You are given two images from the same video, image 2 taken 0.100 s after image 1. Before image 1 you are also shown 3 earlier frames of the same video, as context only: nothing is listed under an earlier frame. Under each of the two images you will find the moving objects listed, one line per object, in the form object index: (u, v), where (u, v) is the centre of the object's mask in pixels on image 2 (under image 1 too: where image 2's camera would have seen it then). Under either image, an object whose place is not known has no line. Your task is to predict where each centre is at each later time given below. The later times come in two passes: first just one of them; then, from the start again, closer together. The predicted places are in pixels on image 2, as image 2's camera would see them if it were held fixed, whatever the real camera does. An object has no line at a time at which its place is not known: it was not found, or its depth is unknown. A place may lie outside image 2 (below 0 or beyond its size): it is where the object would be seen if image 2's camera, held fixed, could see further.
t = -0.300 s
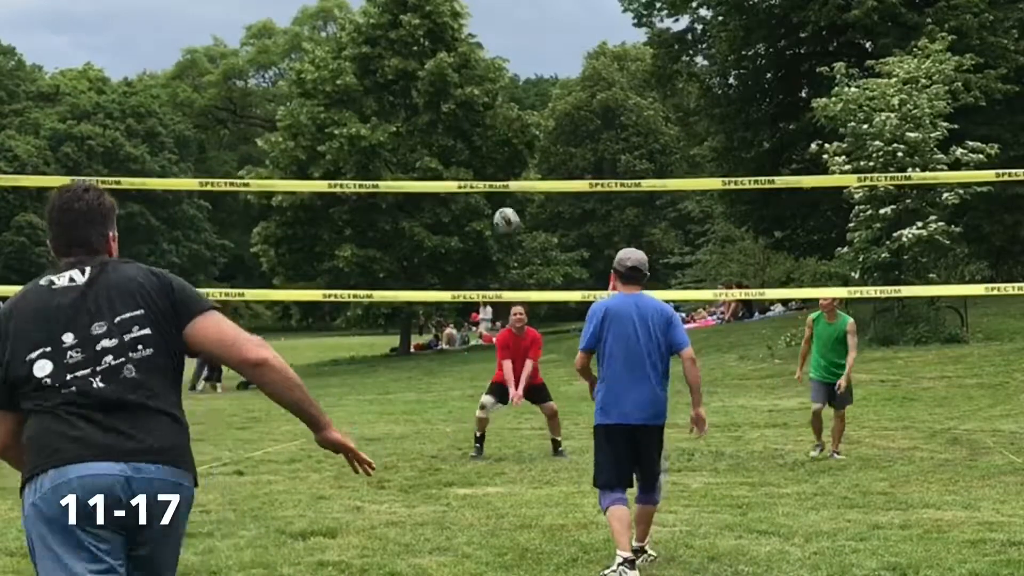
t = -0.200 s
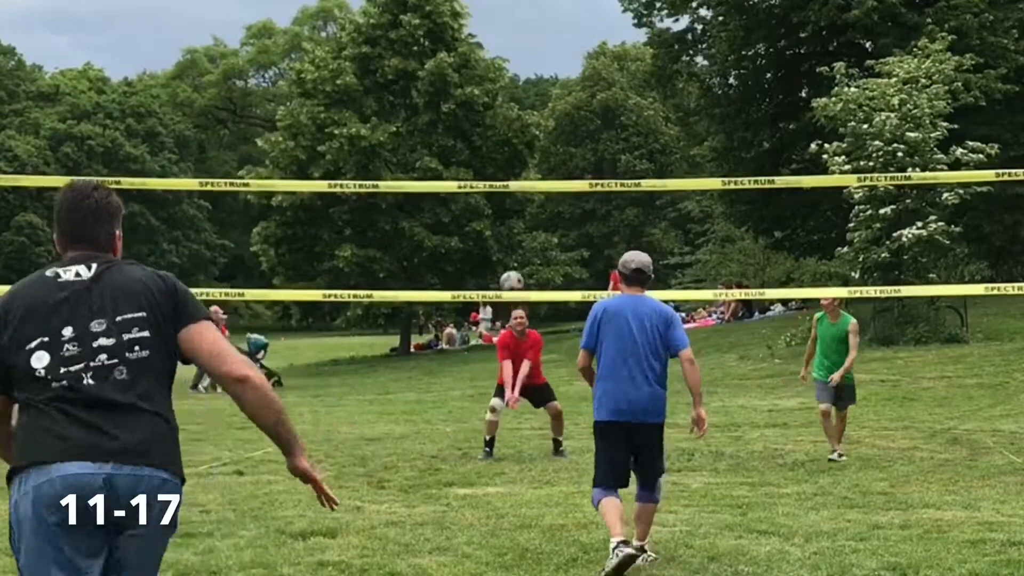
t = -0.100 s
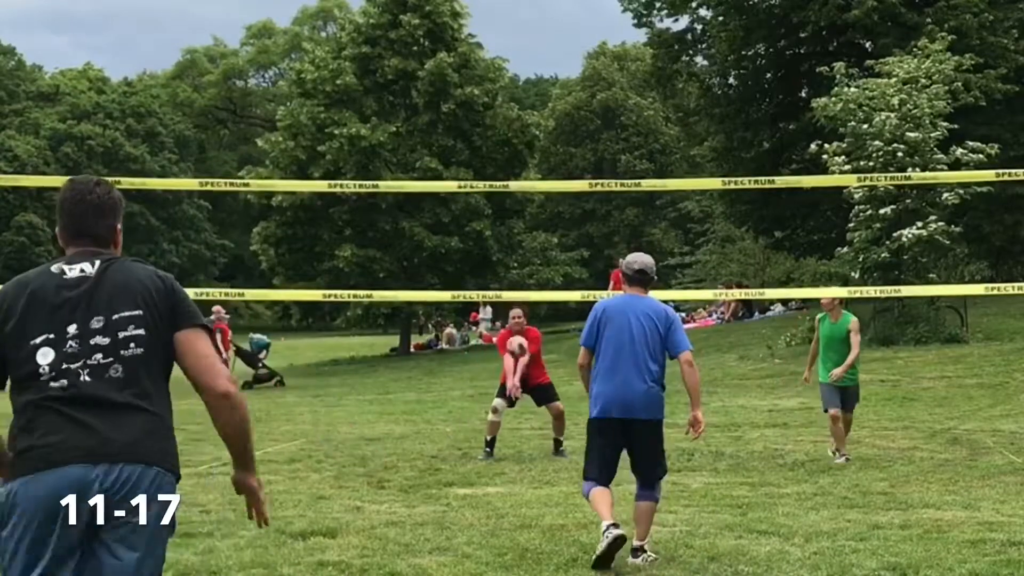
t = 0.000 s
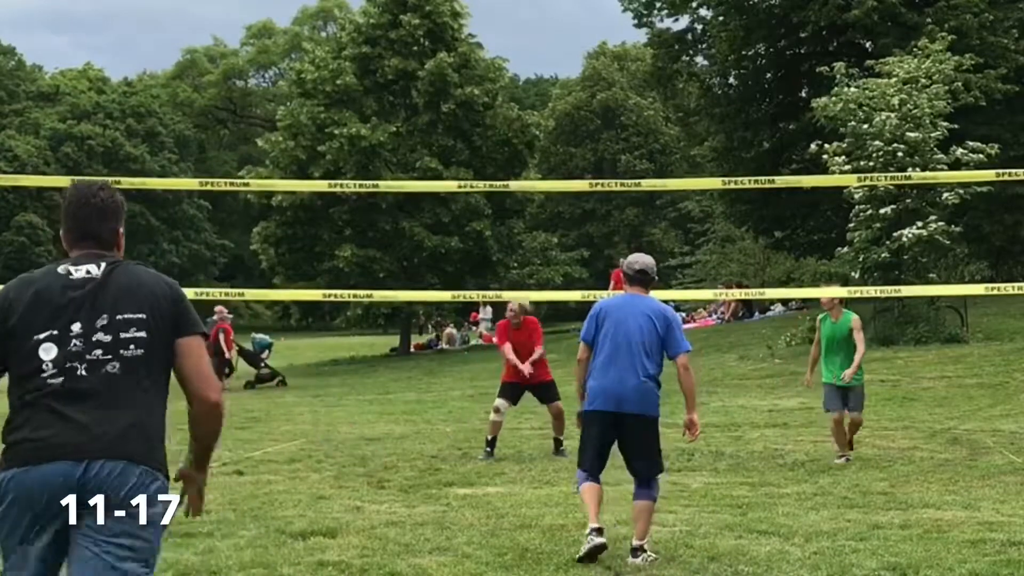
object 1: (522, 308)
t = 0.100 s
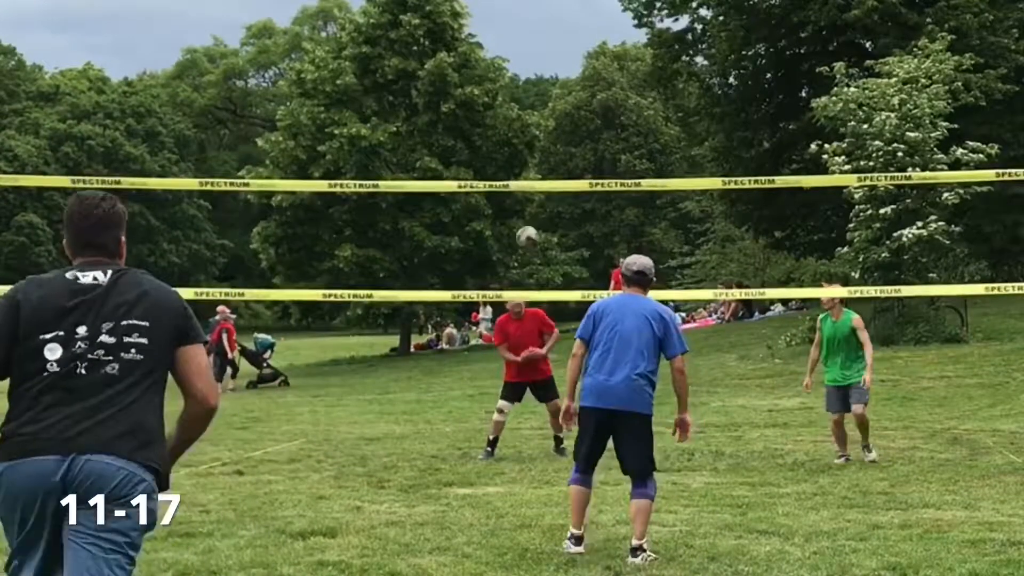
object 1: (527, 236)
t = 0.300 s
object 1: (538, 123)
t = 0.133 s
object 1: (529, 214)
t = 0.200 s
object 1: (532, 174)
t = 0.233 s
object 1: (535, 156)
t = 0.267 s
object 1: (536, 140)
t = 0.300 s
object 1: (538, 123)
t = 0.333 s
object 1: (541, 109)
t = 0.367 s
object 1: (543, 94)
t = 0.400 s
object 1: (547, 81)
